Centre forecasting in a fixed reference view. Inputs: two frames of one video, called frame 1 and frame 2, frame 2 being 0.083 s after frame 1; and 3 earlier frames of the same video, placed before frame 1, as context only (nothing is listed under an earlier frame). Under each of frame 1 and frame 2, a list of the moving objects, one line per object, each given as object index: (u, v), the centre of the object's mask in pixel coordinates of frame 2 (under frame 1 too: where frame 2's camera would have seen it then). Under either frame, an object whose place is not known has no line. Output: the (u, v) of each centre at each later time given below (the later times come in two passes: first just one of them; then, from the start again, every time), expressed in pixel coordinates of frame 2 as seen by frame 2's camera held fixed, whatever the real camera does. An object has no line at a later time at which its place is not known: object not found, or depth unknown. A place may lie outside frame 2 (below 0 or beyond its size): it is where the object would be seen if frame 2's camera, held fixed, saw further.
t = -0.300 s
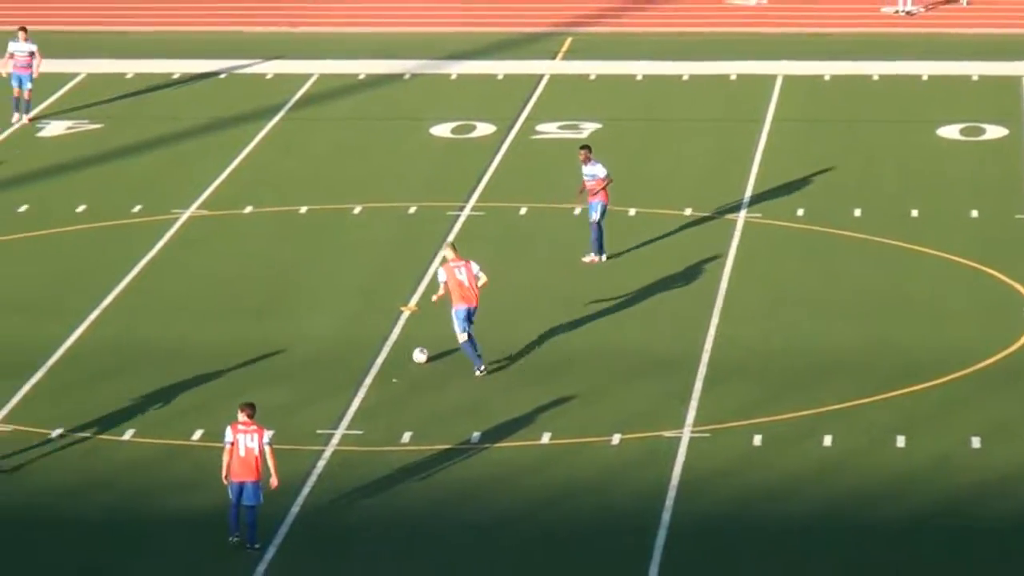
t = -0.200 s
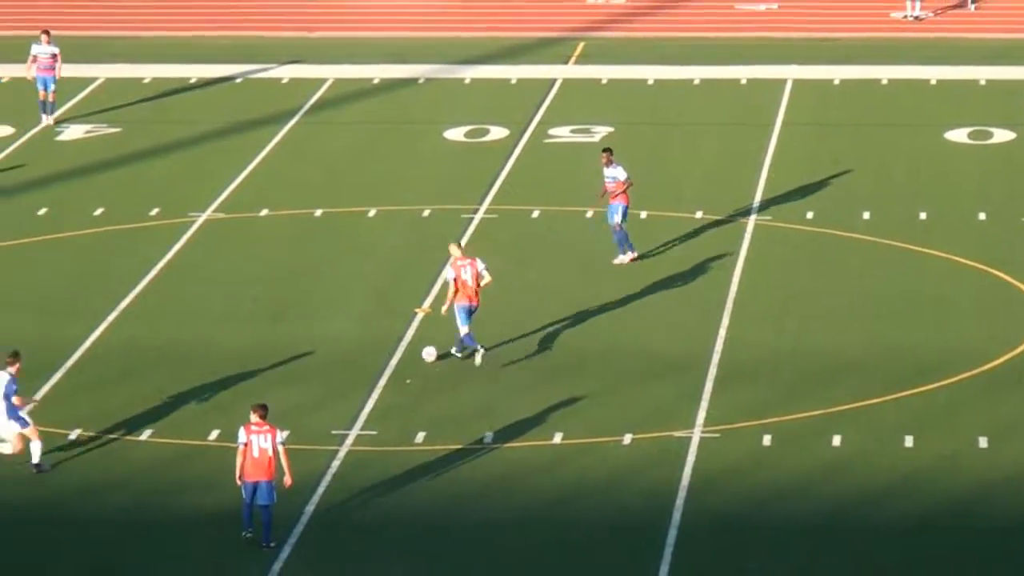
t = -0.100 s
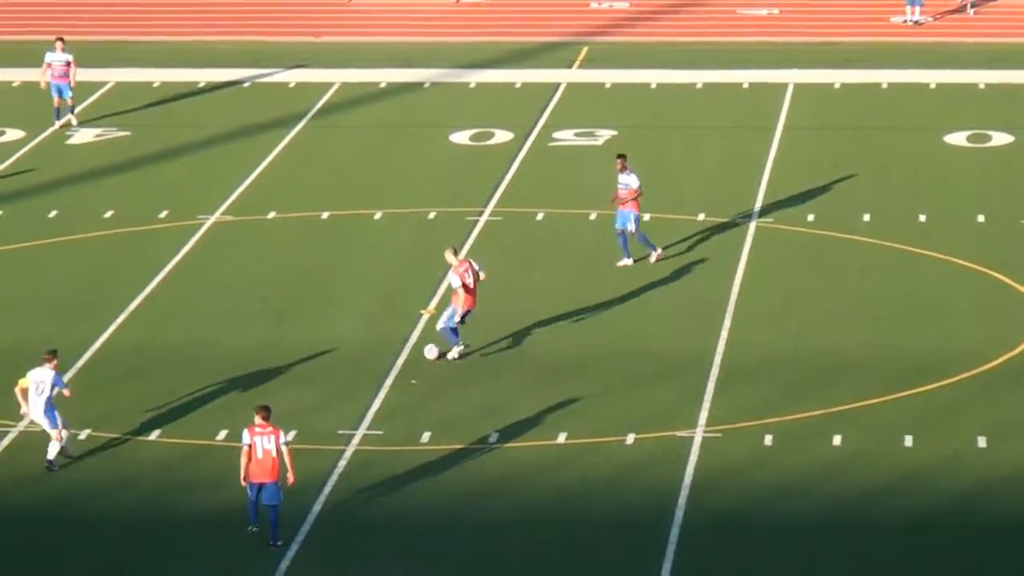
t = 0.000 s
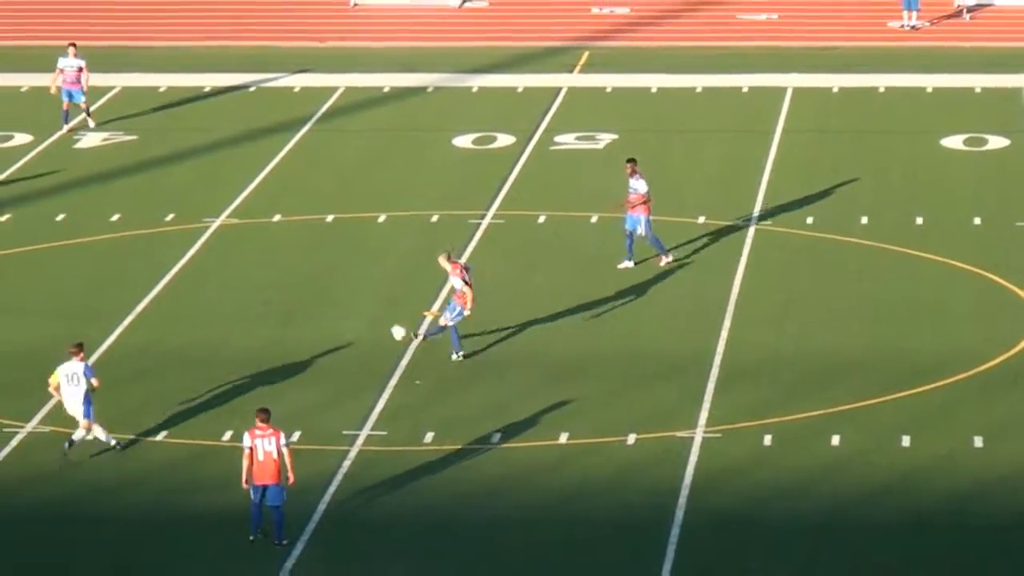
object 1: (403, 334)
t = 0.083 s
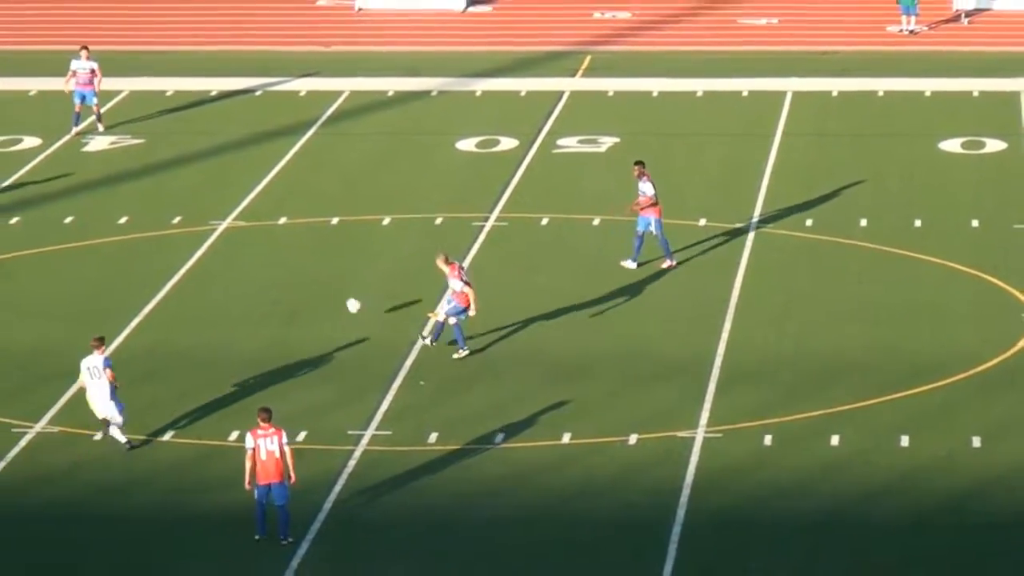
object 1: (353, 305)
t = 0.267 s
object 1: (263, 263)
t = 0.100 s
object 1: (343, 301)
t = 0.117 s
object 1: (334, 295)
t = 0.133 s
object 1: (325, 291)
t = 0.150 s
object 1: (317, 287)
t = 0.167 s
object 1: (309, 283)
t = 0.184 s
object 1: (300, 279)
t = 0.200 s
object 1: (292, 275)
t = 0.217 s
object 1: (284, 272)
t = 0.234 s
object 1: (277, 268)
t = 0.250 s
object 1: (270, 265)
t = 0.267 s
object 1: (263, 263)
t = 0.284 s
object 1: (256, 260)
